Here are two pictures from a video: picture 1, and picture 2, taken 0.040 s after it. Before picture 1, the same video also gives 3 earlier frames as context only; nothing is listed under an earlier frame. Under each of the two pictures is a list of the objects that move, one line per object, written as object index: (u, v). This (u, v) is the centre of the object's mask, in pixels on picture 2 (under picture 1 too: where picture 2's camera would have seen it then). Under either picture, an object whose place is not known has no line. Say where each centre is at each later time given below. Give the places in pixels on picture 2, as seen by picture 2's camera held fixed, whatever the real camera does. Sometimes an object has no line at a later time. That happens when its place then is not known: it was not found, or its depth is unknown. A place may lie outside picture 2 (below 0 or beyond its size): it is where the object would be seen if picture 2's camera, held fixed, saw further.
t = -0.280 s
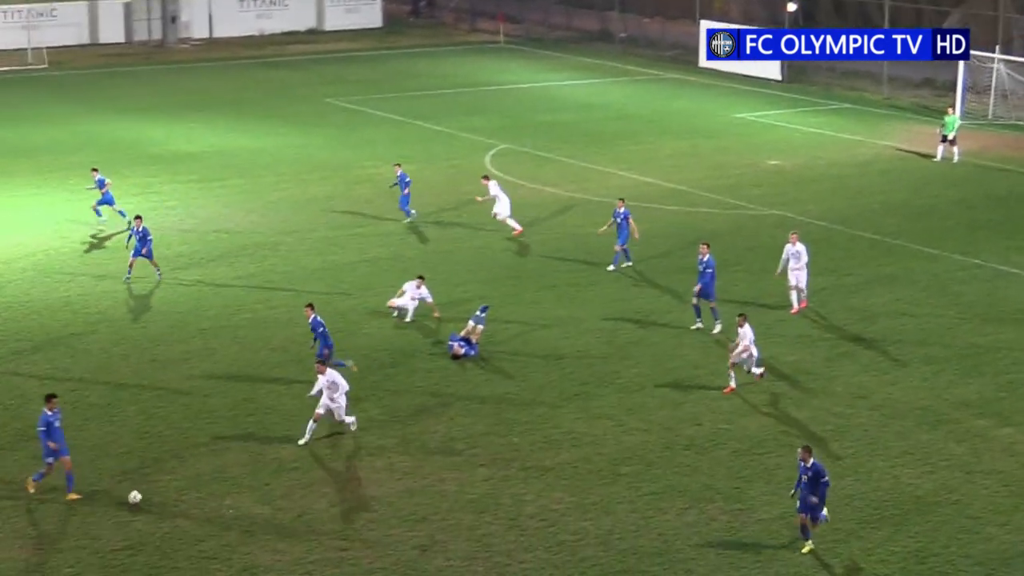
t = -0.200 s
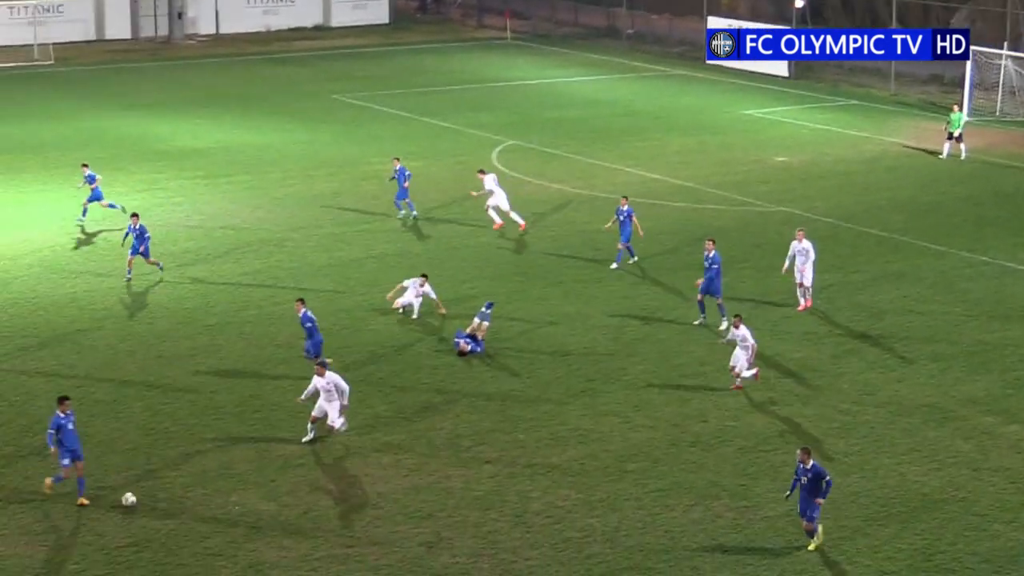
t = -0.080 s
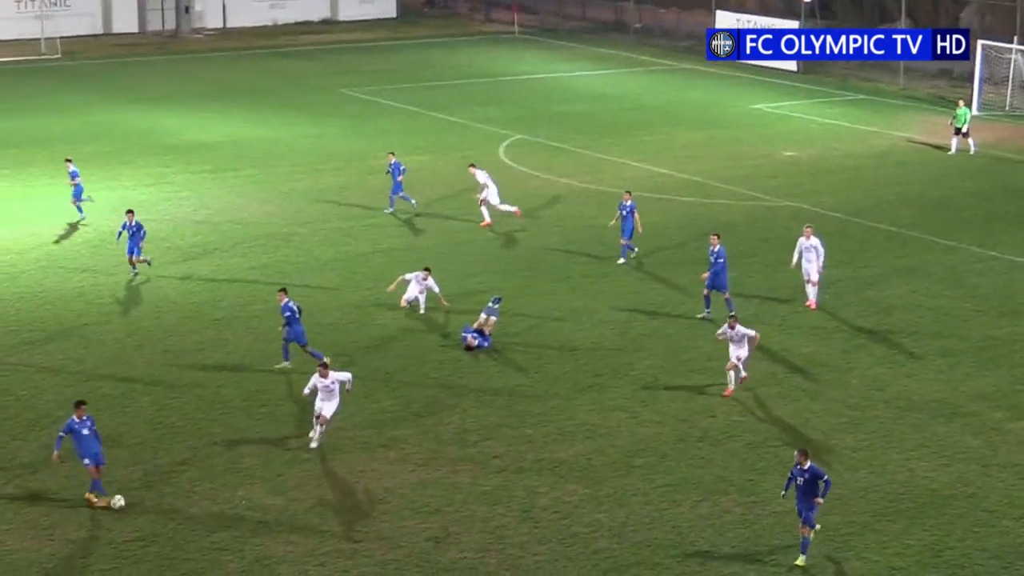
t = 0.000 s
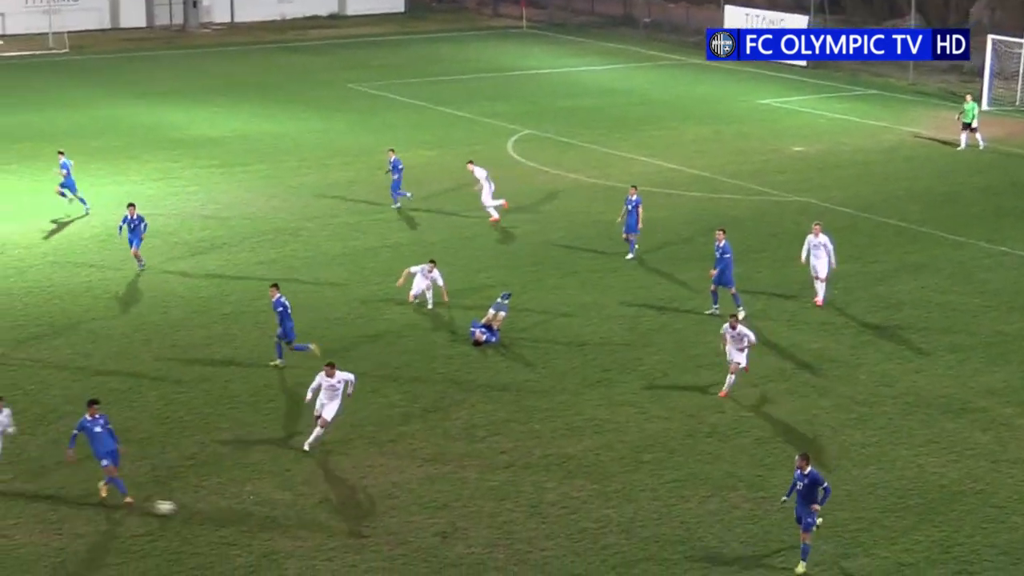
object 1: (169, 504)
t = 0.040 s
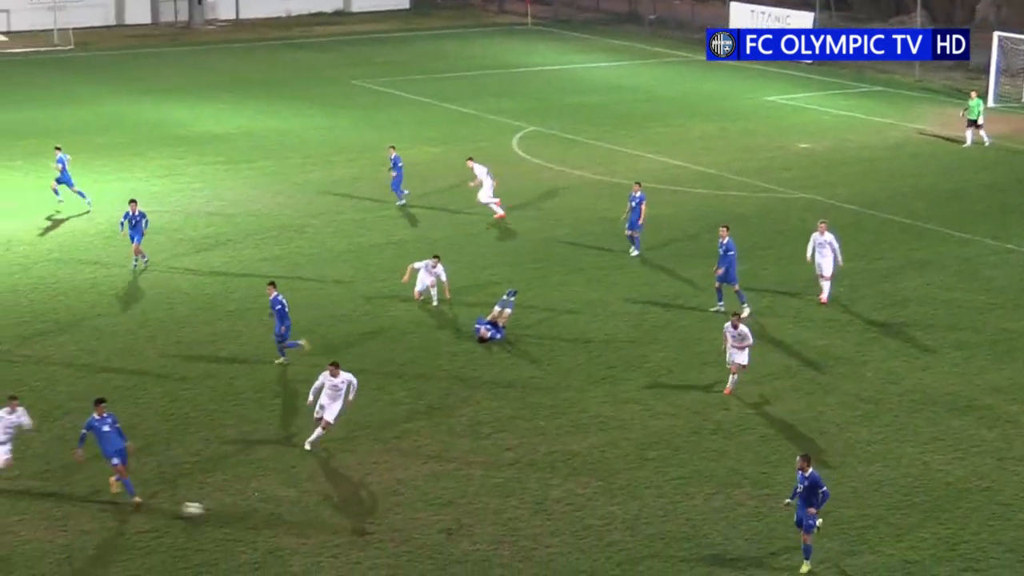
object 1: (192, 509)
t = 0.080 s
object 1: (215, 516)
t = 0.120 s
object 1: (238, 523)
